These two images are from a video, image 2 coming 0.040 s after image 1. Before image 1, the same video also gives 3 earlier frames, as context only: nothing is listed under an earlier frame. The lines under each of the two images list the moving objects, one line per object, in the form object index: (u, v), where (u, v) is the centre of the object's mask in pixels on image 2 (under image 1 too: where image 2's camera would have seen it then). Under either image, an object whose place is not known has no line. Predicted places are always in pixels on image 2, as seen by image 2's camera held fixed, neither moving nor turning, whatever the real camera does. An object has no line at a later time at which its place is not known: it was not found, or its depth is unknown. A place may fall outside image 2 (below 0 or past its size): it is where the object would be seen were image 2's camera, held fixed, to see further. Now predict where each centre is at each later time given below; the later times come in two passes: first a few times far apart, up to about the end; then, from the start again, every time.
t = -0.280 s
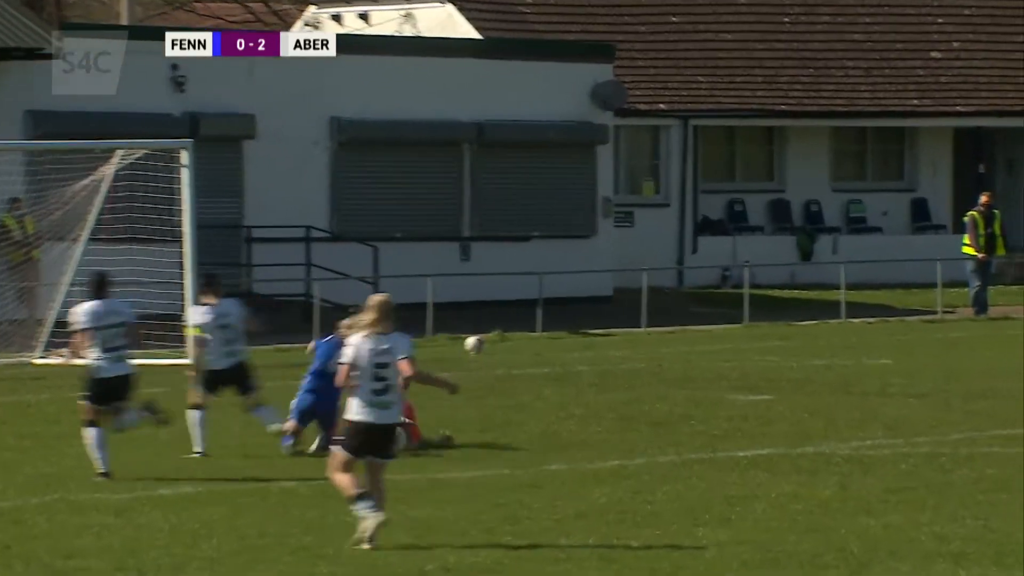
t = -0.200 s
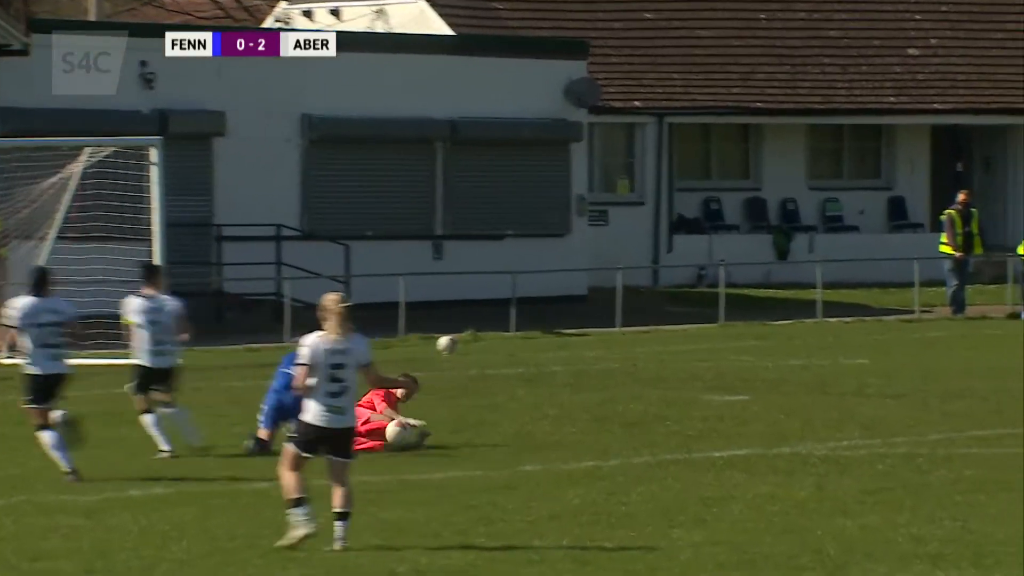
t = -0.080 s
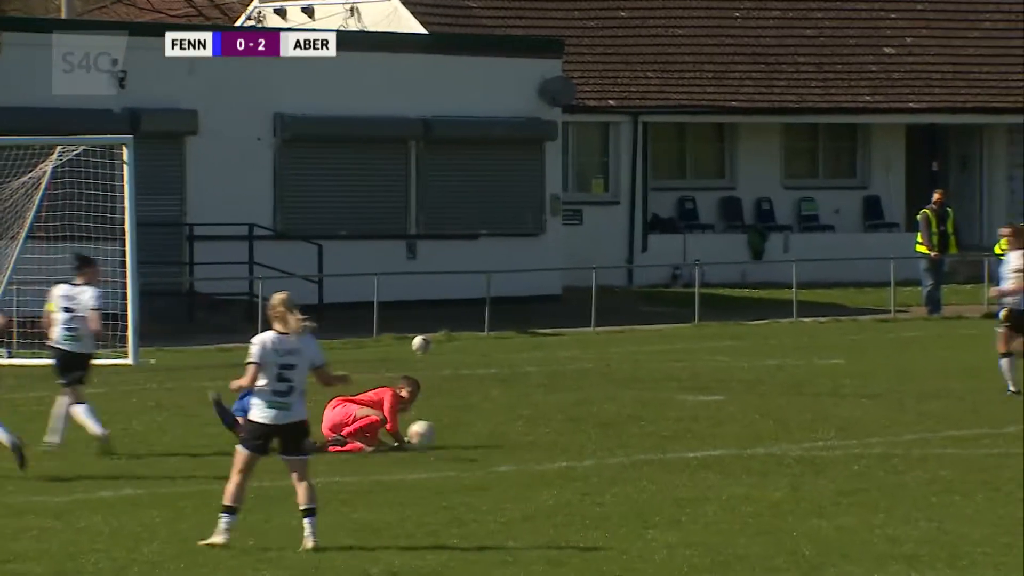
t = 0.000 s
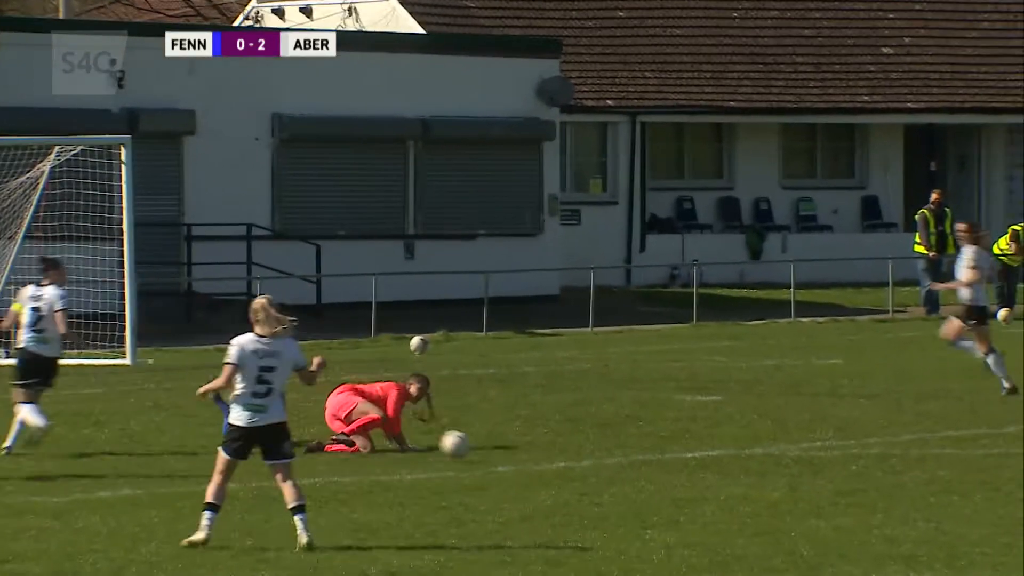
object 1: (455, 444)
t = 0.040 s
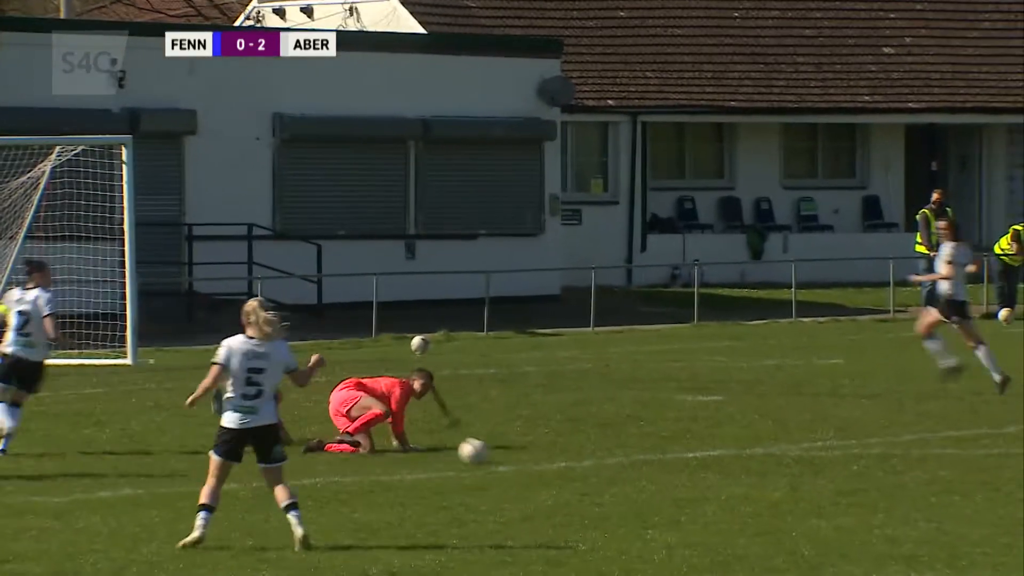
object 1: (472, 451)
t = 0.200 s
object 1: (520, 441)
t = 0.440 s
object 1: (589, 452)
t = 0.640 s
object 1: (646, 460)
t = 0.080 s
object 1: (487, 450)
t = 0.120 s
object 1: (497, 445)
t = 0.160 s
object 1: (509, 441)
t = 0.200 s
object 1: (520, 441)
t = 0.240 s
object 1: (531, 442)
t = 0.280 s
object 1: (542, 445)
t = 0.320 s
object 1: (554, 451)
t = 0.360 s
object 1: (565, 457)
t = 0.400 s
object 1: (578, 457)
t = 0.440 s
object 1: (589, 452)
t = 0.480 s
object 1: (600, 450)
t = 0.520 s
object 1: (611, 449)
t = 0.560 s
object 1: (622, 451)
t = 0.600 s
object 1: (634, 455)
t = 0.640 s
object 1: (646, 460)
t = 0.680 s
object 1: (658, 461)
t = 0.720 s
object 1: (670, 460)
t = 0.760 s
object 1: (682, 461)
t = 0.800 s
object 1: (693, 463)
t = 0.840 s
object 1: (705, 465)
